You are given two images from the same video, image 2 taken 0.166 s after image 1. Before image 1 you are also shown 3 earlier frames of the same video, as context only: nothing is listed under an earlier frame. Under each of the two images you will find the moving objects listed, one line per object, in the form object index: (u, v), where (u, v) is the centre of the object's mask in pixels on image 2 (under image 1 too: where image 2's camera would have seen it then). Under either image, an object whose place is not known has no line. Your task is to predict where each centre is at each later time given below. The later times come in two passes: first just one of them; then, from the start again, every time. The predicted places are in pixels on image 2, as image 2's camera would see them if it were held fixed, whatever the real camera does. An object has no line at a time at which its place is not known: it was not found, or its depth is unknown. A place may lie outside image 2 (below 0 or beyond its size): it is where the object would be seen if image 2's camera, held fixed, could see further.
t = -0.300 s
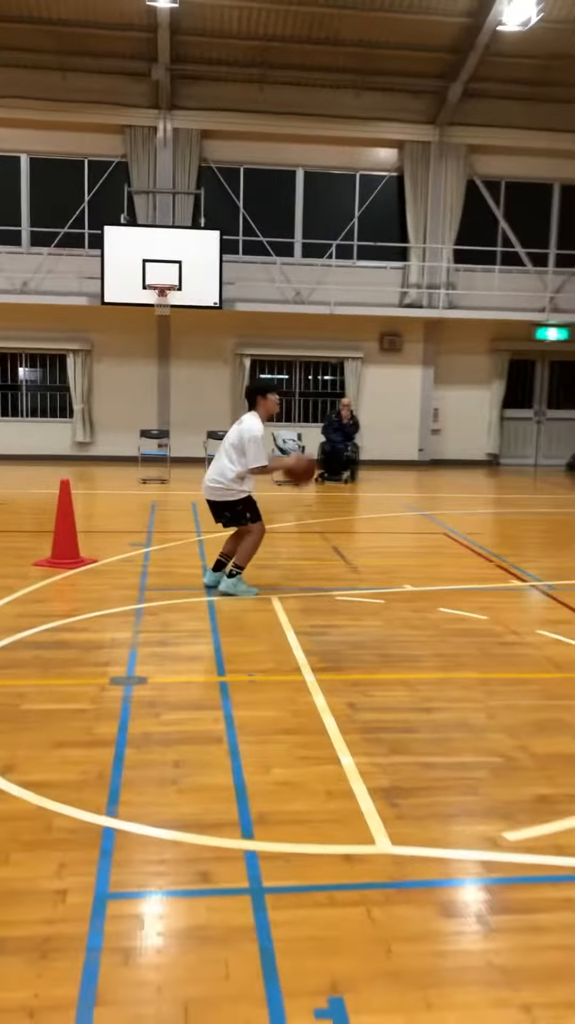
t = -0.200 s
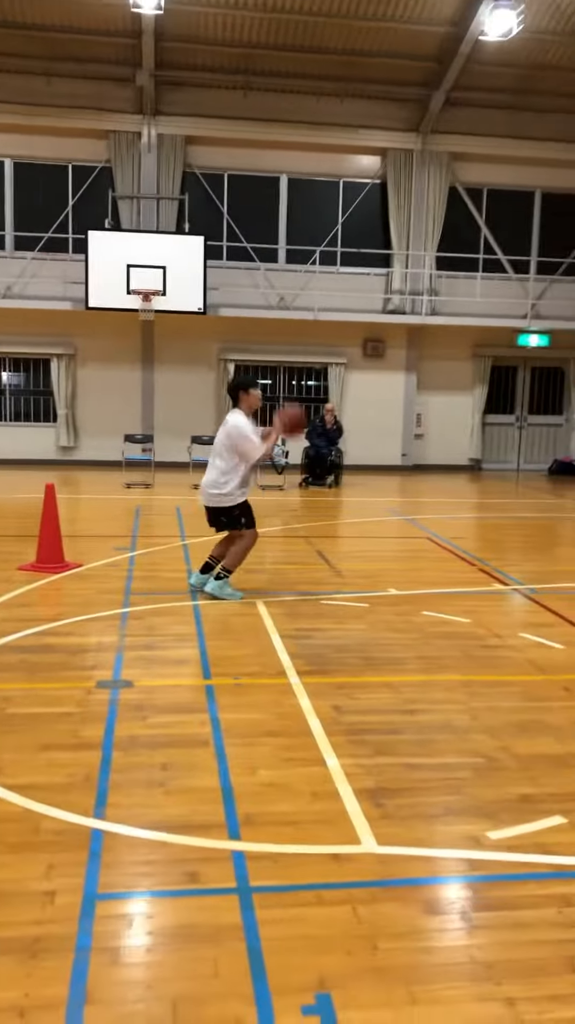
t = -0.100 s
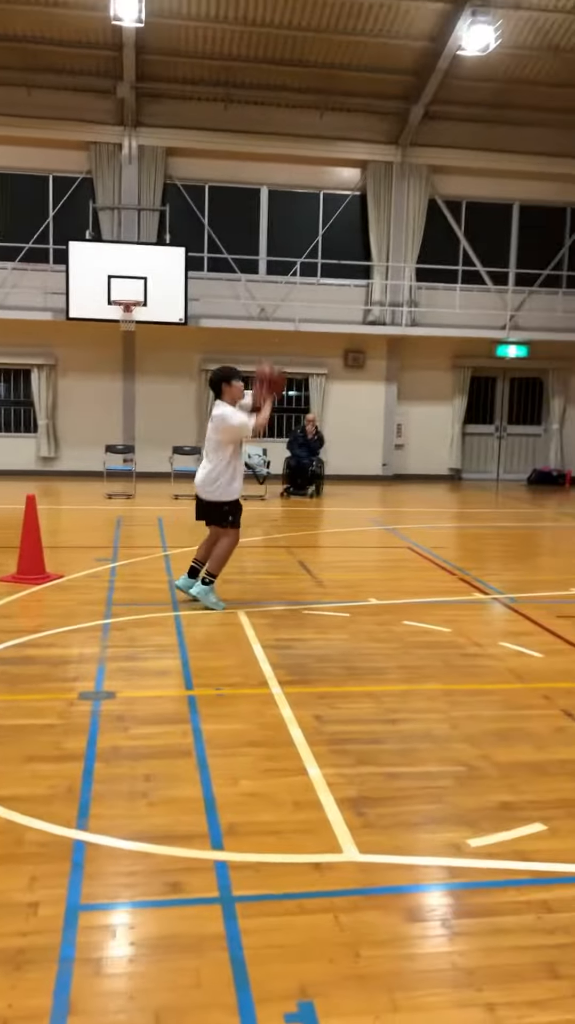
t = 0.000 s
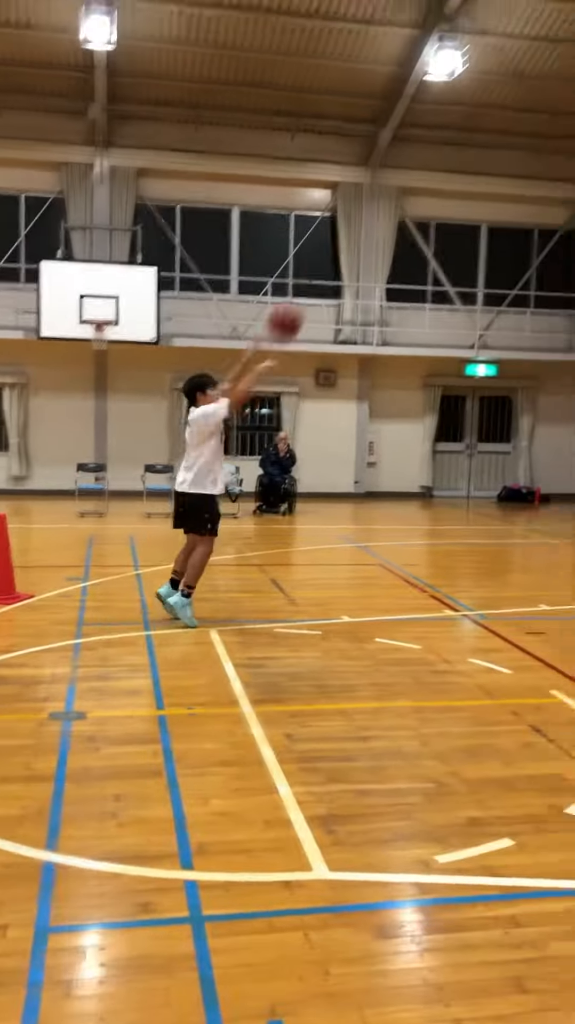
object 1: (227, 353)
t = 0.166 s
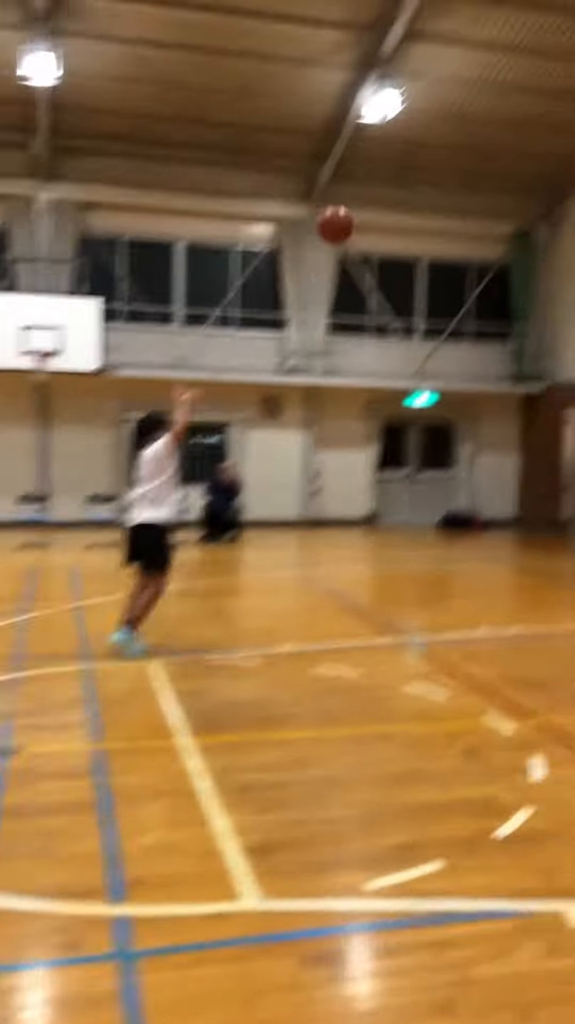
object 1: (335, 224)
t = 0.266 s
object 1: (399, 162)
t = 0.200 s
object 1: (357, 202)
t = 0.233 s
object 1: (379, 181)
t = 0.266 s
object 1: (399, 162)
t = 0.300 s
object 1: (419, 143)
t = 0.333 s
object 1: (438, 125)
